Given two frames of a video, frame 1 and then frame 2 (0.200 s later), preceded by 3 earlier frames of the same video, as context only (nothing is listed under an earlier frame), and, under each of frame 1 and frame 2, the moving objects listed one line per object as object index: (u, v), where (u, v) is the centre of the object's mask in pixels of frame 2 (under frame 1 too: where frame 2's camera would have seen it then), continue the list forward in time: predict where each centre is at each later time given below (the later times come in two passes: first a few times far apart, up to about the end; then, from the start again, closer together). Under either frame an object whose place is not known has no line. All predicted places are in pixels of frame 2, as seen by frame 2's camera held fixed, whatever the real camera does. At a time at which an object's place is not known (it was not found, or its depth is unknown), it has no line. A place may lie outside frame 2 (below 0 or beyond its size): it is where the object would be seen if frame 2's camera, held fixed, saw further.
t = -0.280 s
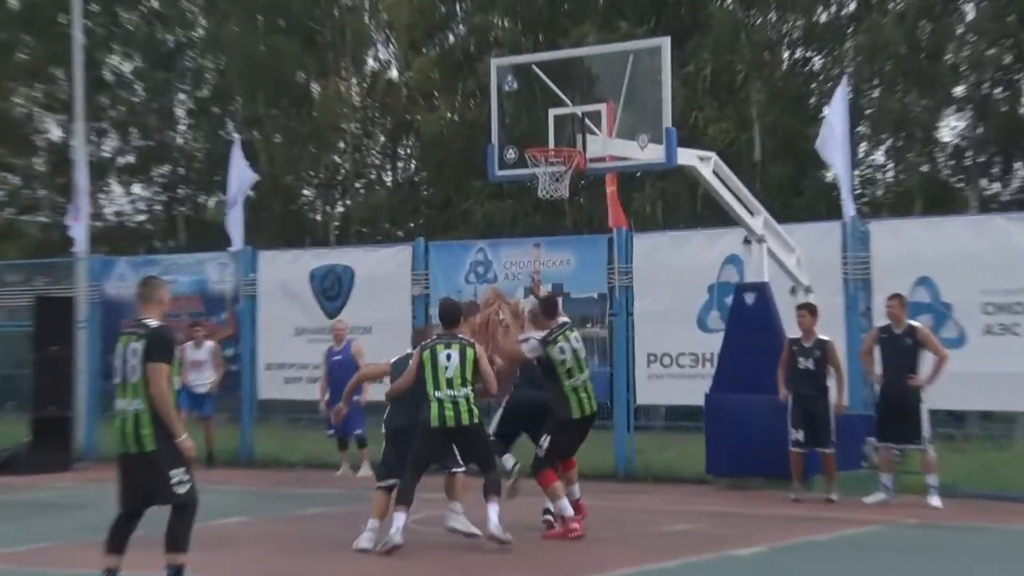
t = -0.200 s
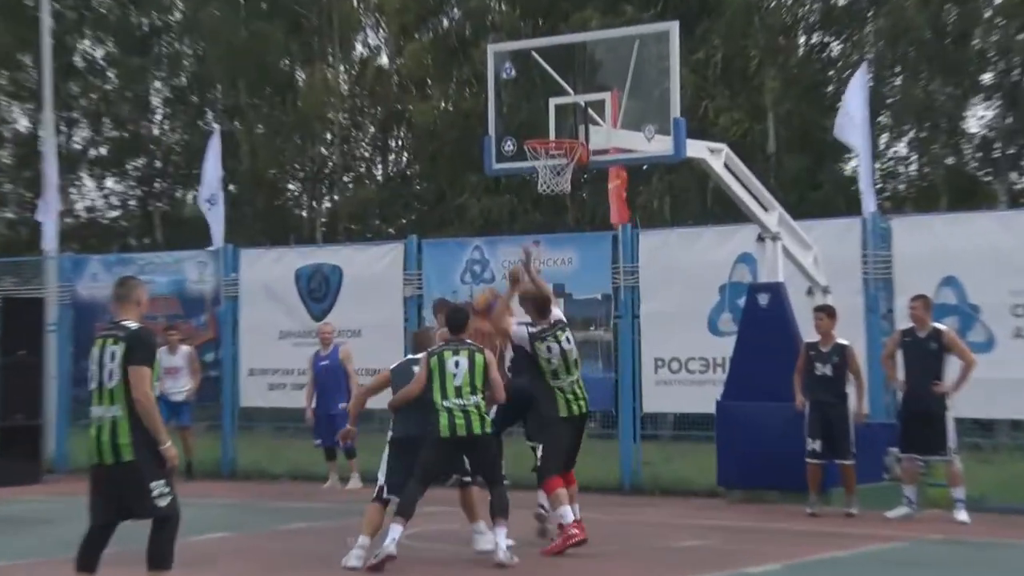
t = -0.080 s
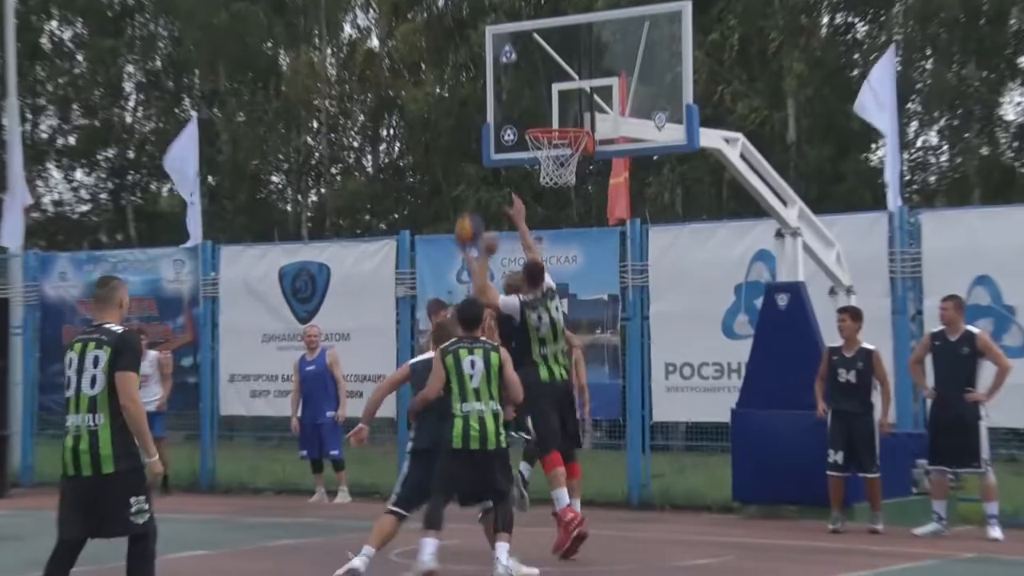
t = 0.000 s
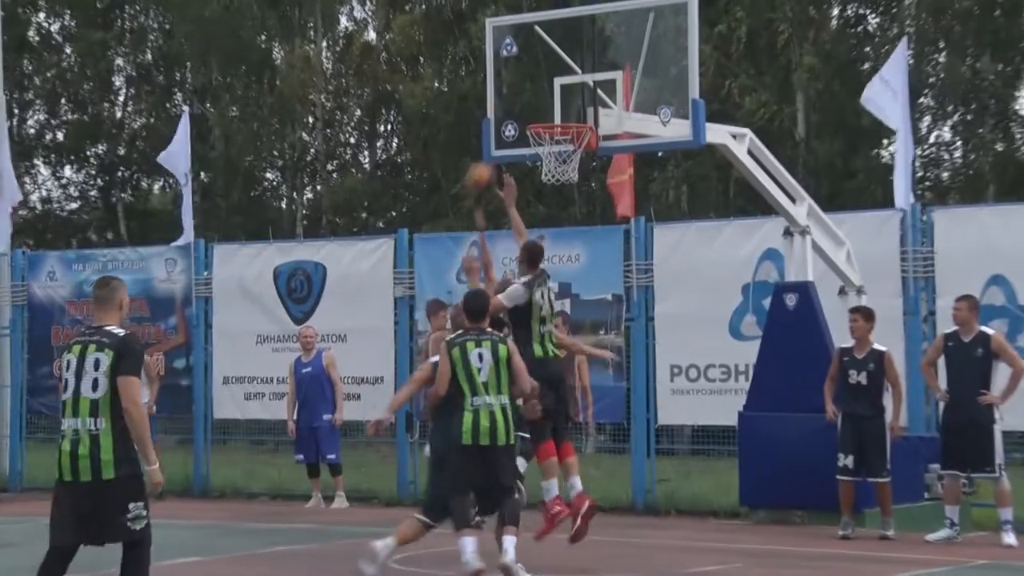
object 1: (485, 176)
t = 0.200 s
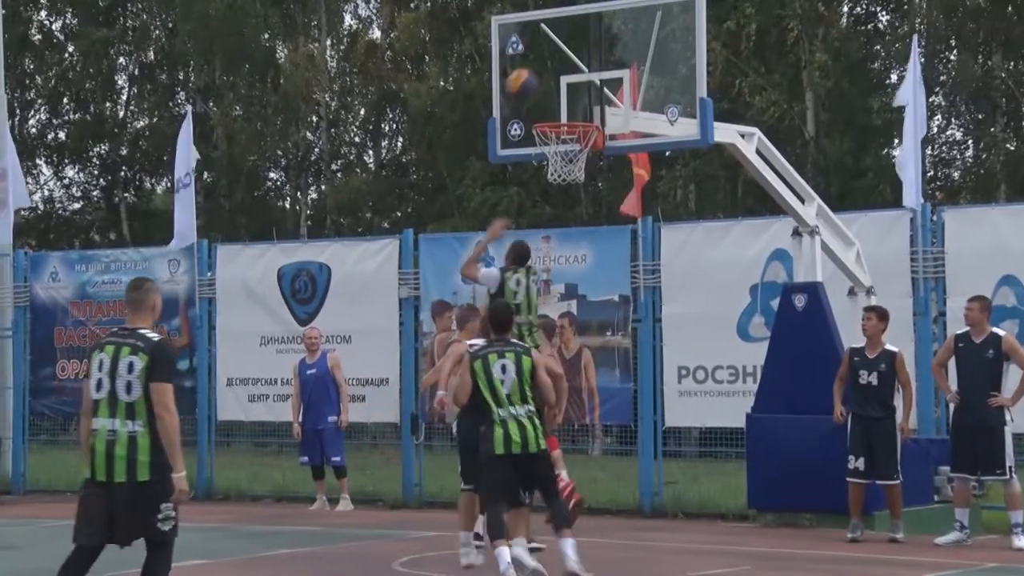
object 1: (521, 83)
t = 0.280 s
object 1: (535, 62)
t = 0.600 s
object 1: (548, 82)
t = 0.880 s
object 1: (566, 190)
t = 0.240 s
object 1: (527, 72)
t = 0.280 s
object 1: (535, 62)
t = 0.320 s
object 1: (537, 58)
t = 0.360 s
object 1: (539, 54)
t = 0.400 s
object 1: (541, 53)
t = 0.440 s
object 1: (542, 55)
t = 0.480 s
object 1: (543, 59)
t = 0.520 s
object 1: (545, 64)
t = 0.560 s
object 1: (546, 72)
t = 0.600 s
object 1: (548, 82)
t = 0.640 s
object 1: (550, 95)
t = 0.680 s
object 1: (552, 108)
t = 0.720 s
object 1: (551, 118)
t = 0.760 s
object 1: (555, 144)
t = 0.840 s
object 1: (564, 183)
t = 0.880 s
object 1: (566, 190)
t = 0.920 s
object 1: (570, 209)
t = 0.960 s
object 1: (573, 228)
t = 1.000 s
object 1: (576, 252)
